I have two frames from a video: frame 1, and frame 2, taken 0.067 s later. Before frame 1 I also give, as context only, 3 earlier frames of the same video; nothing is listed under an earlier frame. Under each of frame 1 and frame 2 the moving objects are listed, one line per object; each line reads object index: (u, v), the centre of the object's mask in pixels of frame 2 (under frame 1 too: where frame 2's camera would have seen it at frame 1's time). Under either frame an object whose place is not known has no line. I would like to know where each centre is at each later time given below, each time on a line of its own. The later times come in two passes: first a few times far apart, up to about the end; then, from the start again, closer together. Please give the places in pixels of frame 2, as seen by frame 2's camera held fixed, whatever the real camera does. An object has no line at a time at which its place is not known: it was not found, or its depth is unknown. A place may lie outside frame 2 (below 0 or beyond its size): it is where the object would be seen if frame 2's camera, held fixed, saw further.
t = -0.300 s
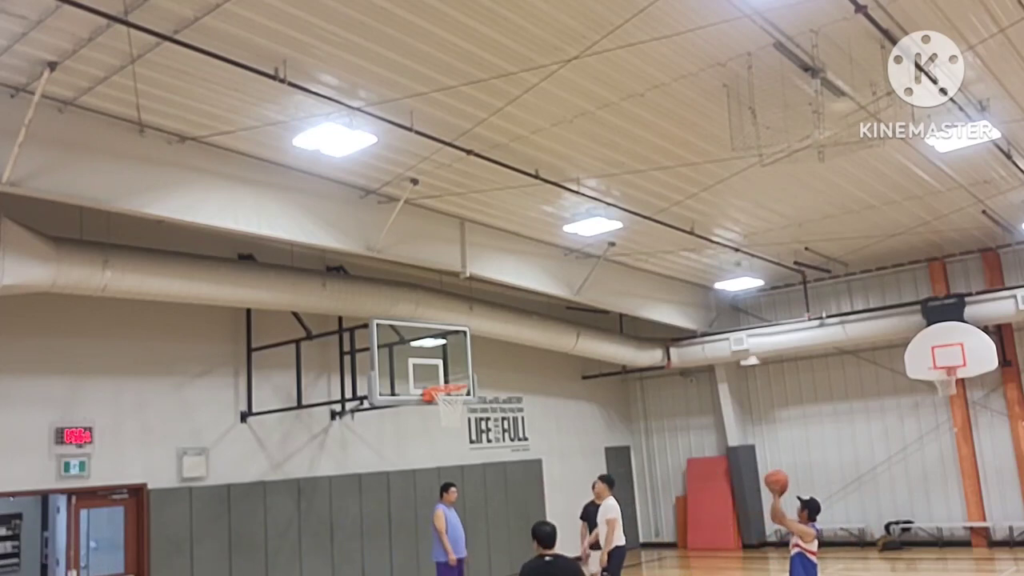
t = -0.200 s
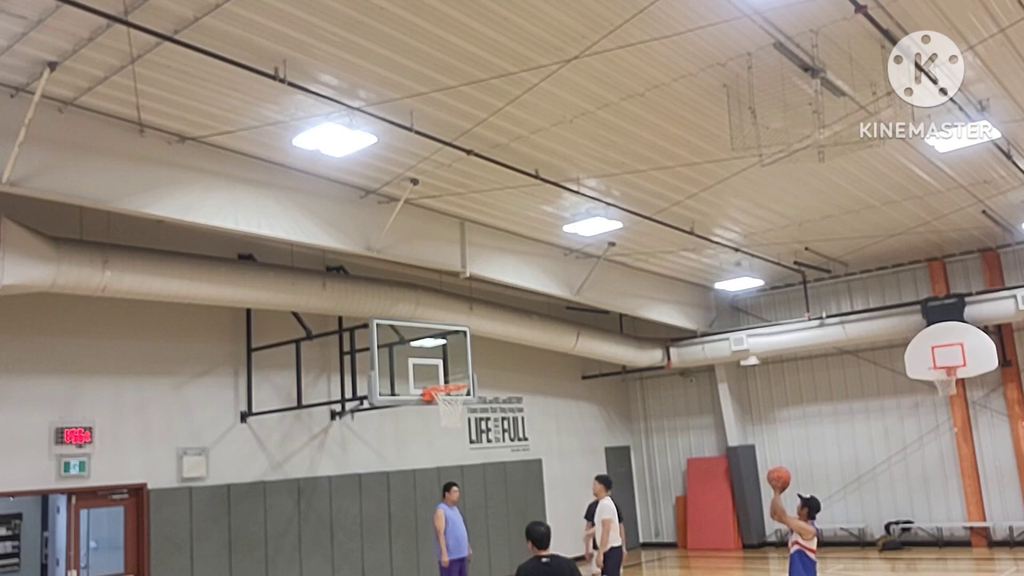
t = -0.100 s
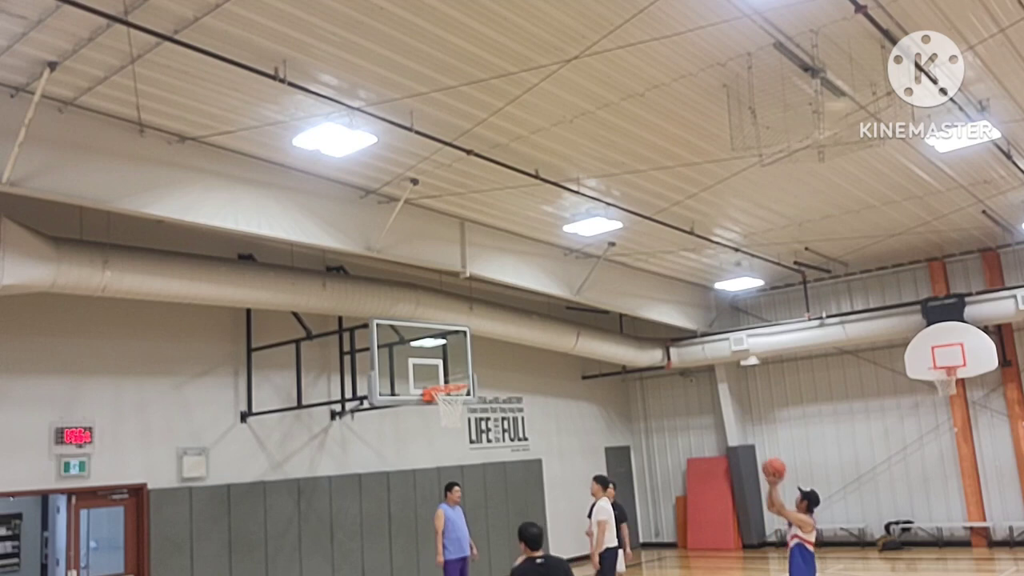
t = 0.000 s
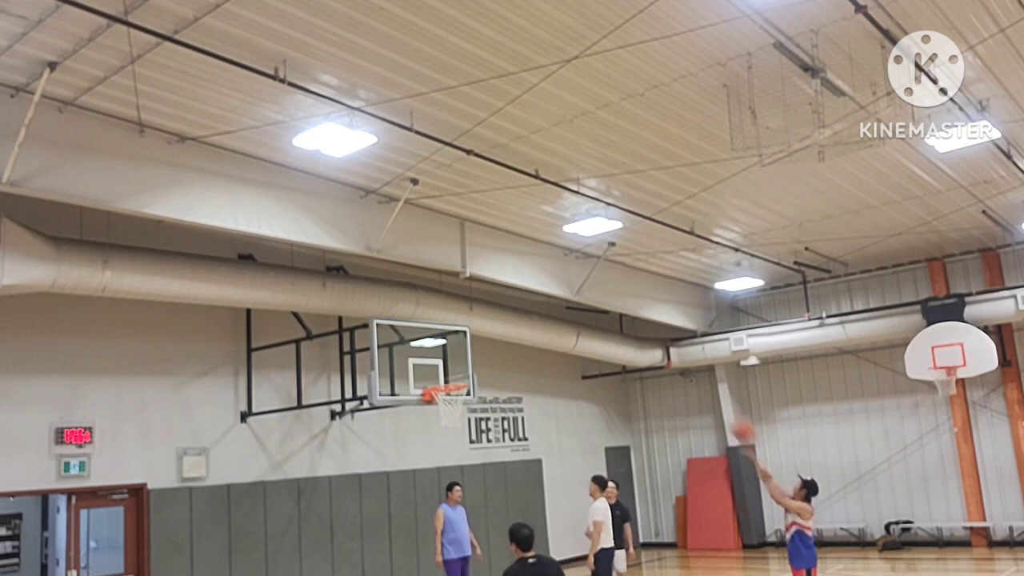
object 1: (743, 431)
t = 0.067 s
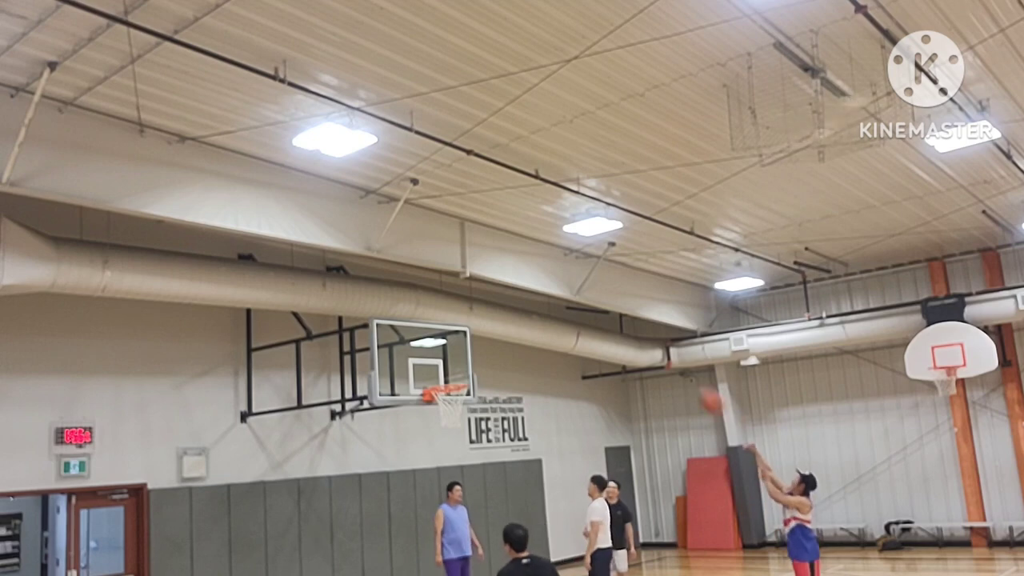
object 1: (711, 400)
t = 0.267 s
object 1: (628, 343)
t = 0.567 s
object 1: (532, 327)
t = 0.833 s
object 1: (459, 371)
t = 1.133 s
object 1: (462, 468)
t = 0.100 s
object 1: (698, 387)
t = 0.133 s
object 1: (683, 378)
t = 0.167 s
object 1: (669, 369)
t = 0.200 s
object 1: (656, 360)
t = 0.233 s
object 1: (641, 349)
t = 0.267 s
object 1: (628, 343)
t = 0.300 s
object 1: (617, 338)
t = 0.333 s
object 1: (606, 333)
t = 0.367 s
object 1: (594, 330)
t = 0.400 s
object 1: (582, 327)
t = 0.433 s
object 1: (572, 325)
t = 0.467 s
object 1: (562, 324)
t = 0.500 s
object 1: (551, 324)
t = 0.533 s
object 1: (541, 326)
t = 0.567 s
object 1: (532, 327)
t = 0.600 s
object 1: (522, 330)
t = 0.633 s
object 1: (512, 335)
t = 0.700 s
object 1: (494, 344)
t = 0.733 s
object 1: (486, 349)
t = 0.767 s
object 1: (478, 355)
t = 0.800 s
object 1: (469, 364)
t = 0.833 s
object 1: (459, 371)
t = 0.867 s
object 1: (452, 378)
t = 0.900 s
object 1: (445, 391)
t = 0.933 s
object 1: (442, 399)
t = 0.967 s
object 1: (445, 413)
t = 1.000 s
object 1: (449, 419)
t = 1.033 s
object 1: (452, 430)
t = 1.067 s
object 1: (455, 441)
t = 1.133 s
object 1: (462, 468)
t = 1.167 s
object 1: (466, 481)
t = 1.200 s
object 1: (469, 497)
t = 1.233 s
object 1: (472, 513)
